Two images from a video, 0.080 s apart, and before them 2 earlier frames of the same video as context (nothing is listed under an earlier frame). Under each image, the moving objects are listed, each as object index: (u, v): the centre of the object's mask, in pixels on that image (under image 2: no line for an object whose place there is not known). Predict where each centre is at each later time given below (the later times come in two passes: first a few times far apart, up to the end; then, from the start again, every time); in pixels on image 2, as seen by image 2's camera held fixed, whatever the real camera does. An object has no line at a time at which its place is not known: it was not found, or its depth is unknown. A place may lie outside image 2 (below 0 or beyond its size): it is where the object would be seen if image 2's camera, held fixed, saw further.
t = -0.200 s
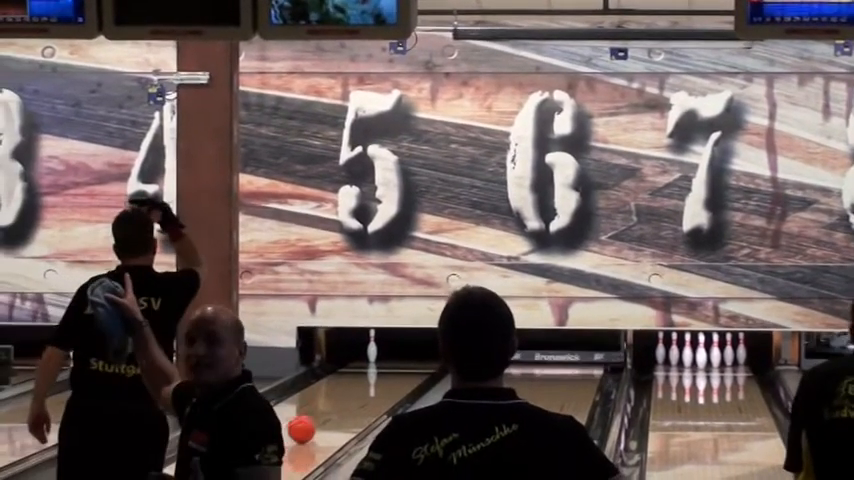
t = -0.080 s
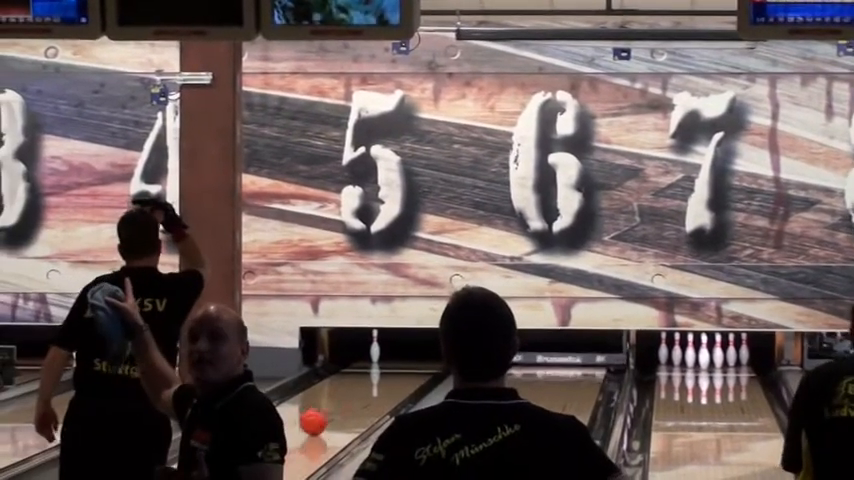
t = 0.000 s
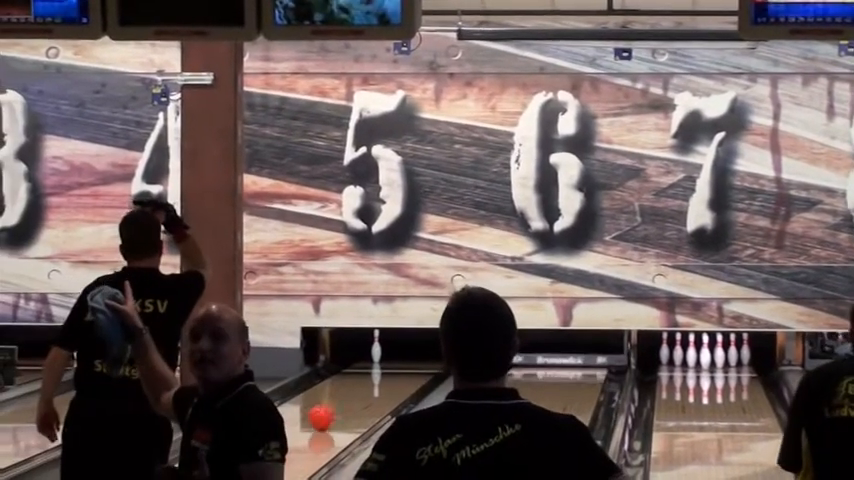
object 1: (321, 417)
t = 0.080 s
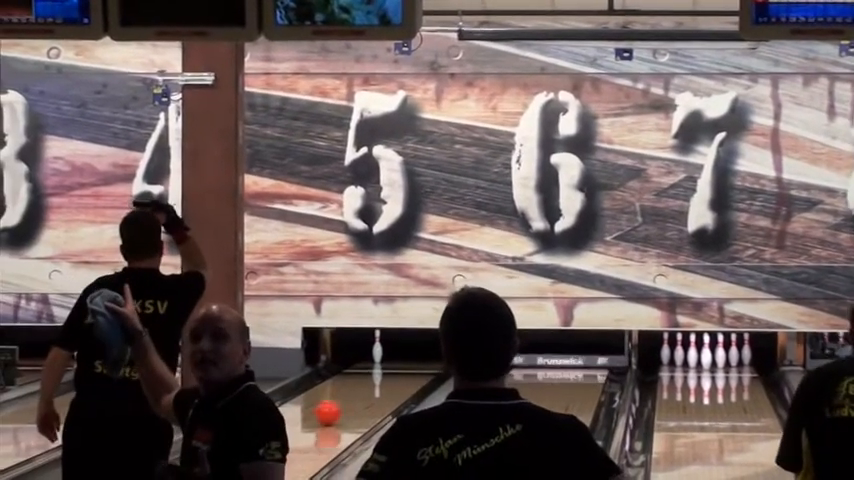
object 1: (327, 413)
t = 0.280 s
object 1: (341, 401)
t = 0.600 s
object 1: (359, 385)
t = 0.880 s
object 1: (367, 373)
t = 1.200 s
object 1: (370, 363)
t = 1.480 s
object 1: (368, 356)
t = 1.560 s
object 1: (364, 353)
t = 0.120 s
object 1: (330, 410)
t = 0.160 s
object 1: (334, 408)
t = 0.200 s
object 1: (336, 405)
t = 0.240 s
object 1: (338, 404)
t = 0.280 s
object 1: (341, 401)
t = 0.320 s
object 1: (343, 399)
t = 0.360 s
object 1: (346, 397)
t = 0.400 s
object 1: (348, 395)
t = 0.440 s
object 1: (350, 393)
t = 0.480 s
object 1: (352, 391)
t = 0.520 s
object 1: (354, 390)
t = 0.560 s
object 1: (357, 387)
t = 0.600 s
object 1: (359, 385)
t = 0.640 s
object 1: (360, 384)
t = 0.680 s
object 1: (361, 382)
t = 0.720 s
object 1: (362, 380)
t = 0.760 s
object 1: (364, 379)
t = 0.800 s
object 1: (365, 377)
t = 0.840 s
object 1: (366, 375)
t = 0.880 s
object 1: (367, 373)
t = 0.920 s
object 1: (367, 373)
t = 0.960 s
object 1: (368, 372)
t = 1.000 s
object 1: (368, 370)
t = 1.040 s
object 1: (369, 369)
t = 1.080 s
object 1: (369, 368)
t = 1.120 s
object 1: (369, 367)
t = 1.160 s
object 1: (370, 365)
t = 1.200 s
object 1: (370, 363)
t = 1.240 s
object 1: (369, 362)
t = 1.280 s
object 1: (369, 361)
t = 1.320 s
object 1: (369, 359)
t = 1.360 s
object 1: (369, 359)
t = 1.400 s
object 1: (368, 358)
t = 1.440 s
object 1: (368, 357)
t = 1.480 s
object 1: (368, 356)
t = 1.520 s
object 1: (366, 354)
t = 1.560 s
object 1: (364, 353)
